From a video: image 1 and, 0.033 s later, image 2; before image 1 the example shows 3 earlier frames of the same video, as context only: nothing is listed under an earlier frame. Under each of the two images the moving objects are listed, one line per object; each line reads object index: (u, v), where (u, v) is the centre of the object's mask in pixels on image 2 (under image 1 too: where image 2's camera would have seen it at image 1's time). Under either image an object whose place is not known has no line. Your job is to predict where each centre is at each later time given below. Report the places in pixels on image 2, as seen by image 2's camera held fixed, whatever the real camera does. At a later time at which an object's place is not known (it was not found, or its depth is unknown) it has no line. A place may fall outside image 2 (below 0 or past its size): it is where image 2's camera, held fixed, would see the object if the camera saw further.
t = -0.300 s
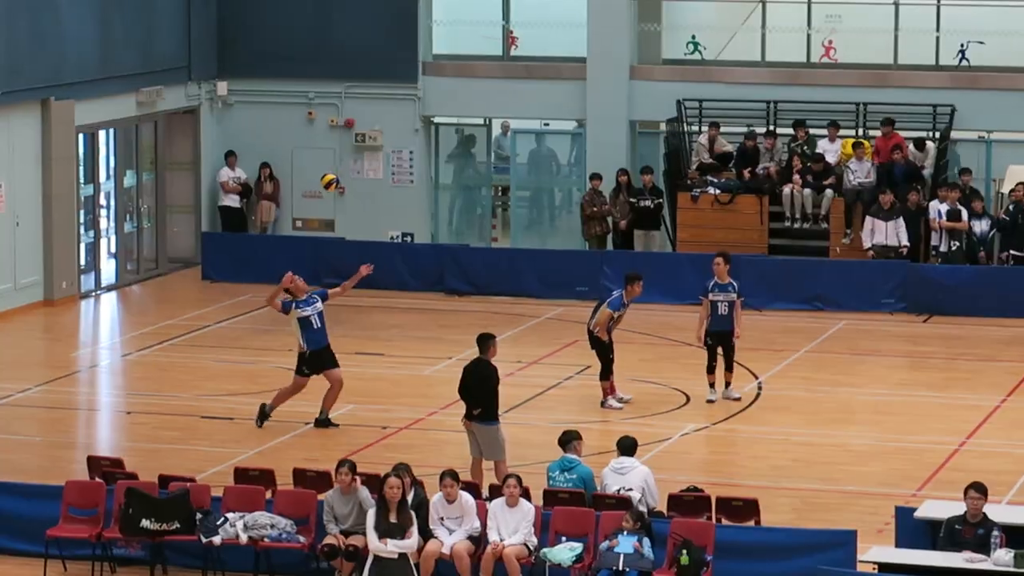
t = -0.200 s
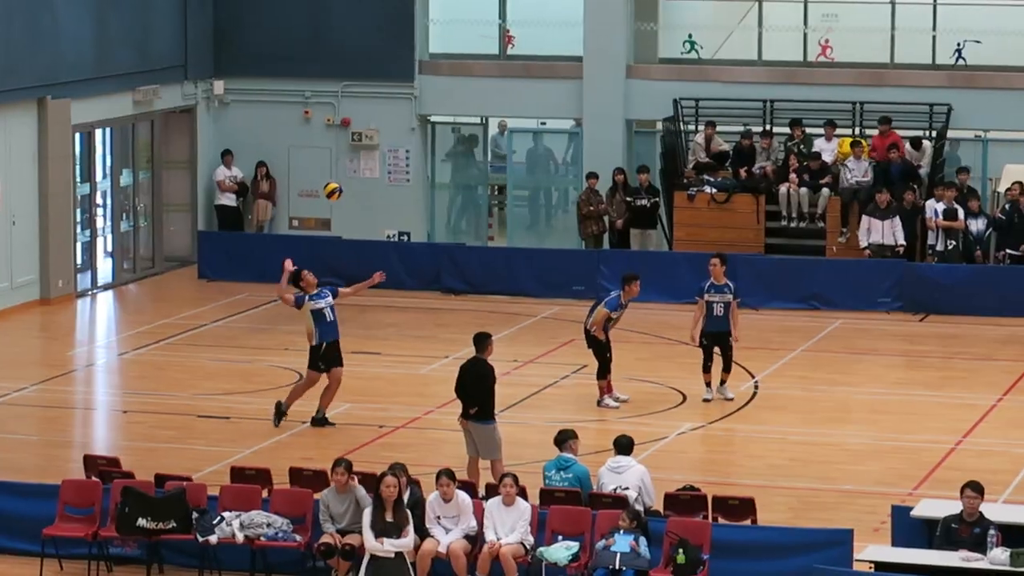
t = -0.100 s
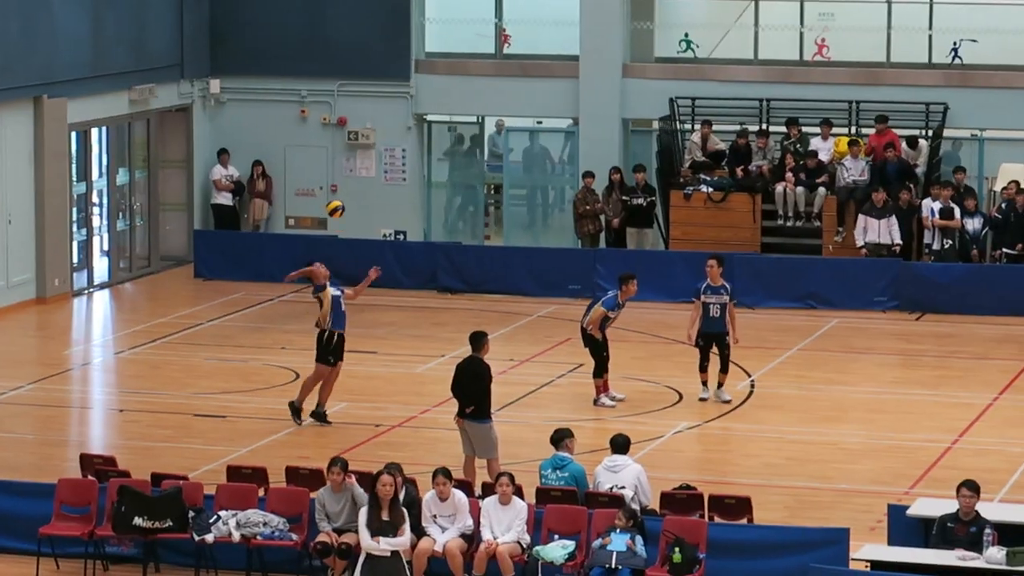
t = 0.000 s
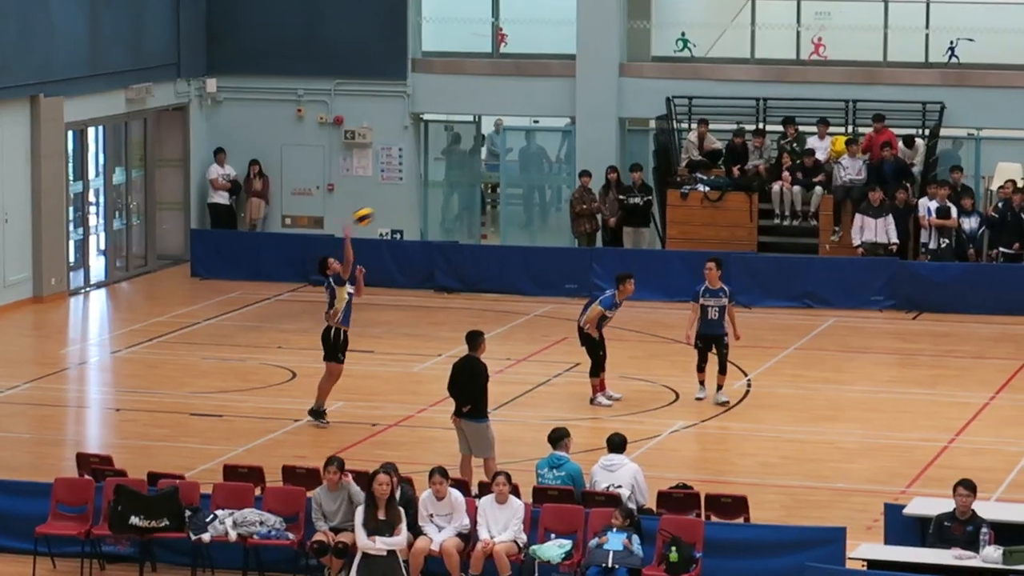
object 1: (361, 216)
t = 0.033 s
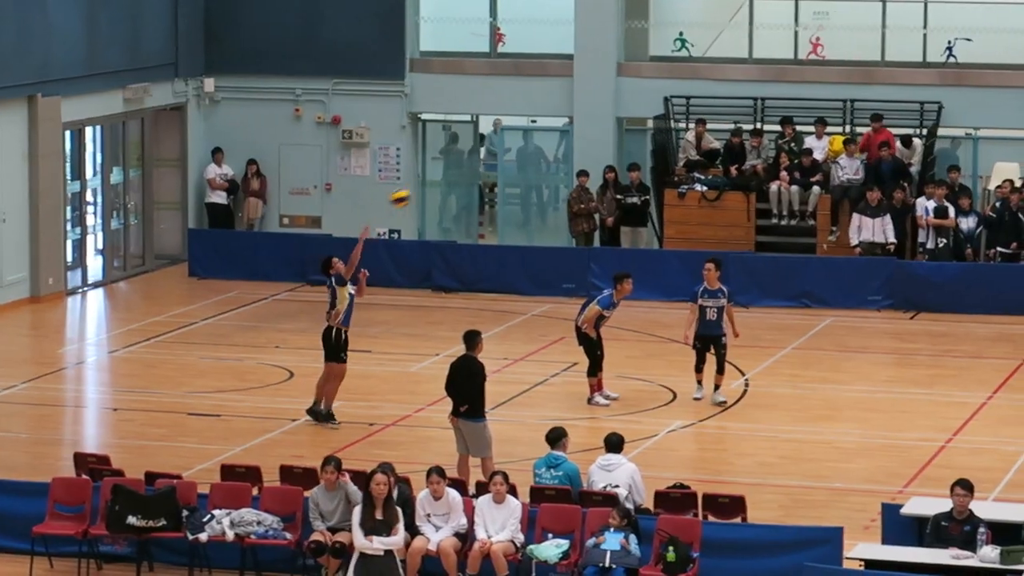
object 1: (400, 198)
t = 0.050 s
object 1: (419, 188)
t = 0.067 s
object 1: (437, 180)
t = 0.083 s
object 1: (457, 172)
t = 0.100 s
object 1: (475, 164)
